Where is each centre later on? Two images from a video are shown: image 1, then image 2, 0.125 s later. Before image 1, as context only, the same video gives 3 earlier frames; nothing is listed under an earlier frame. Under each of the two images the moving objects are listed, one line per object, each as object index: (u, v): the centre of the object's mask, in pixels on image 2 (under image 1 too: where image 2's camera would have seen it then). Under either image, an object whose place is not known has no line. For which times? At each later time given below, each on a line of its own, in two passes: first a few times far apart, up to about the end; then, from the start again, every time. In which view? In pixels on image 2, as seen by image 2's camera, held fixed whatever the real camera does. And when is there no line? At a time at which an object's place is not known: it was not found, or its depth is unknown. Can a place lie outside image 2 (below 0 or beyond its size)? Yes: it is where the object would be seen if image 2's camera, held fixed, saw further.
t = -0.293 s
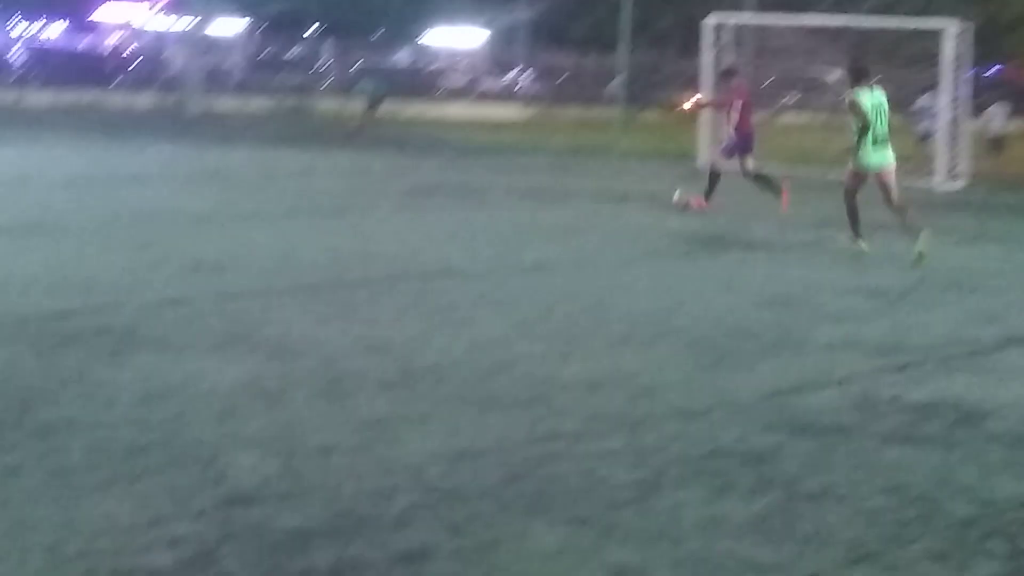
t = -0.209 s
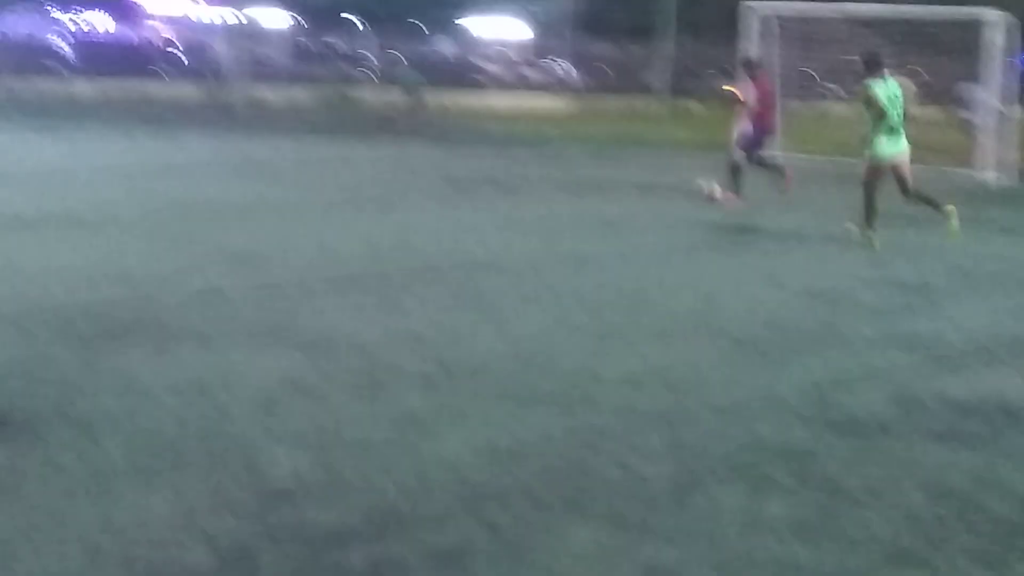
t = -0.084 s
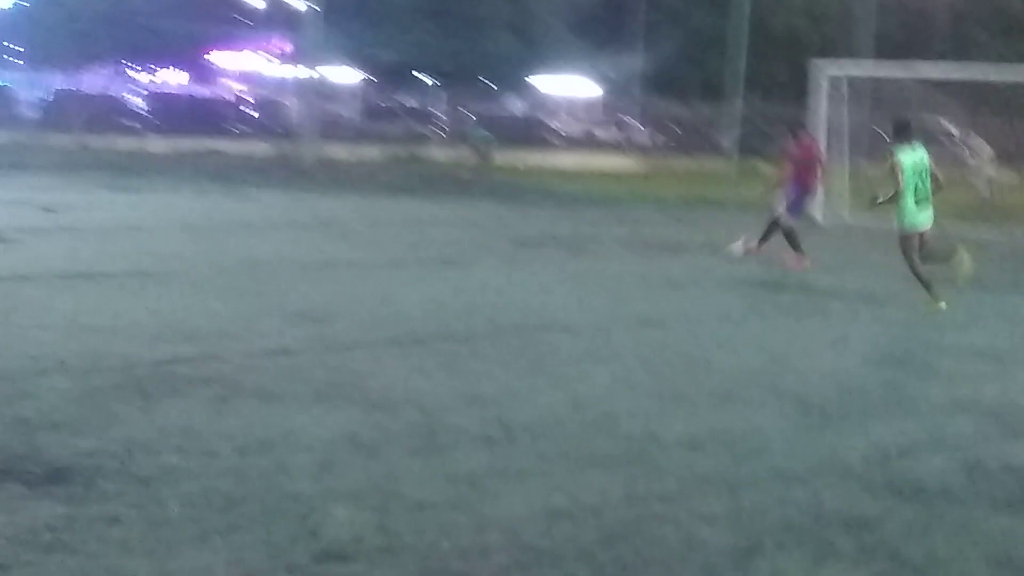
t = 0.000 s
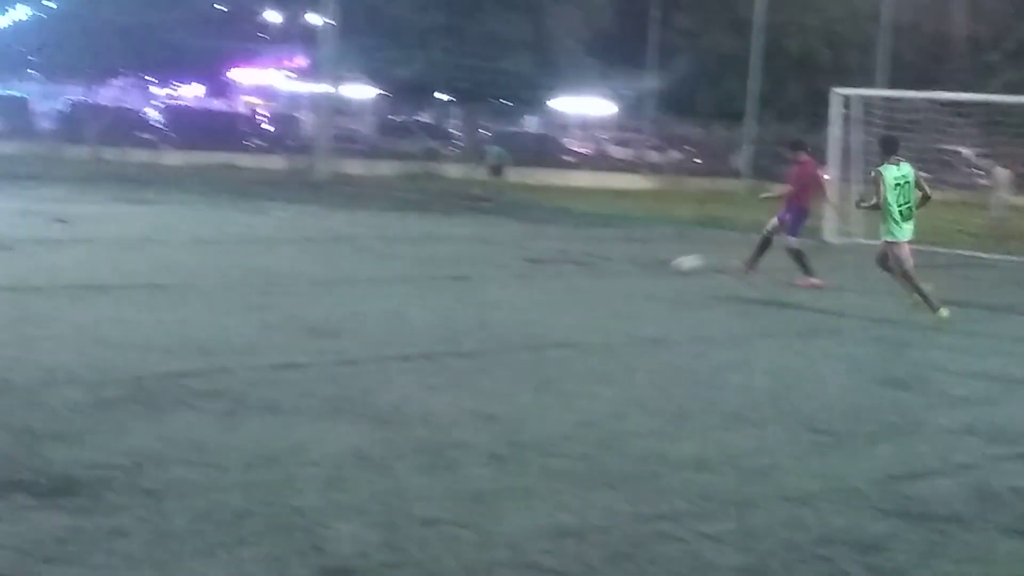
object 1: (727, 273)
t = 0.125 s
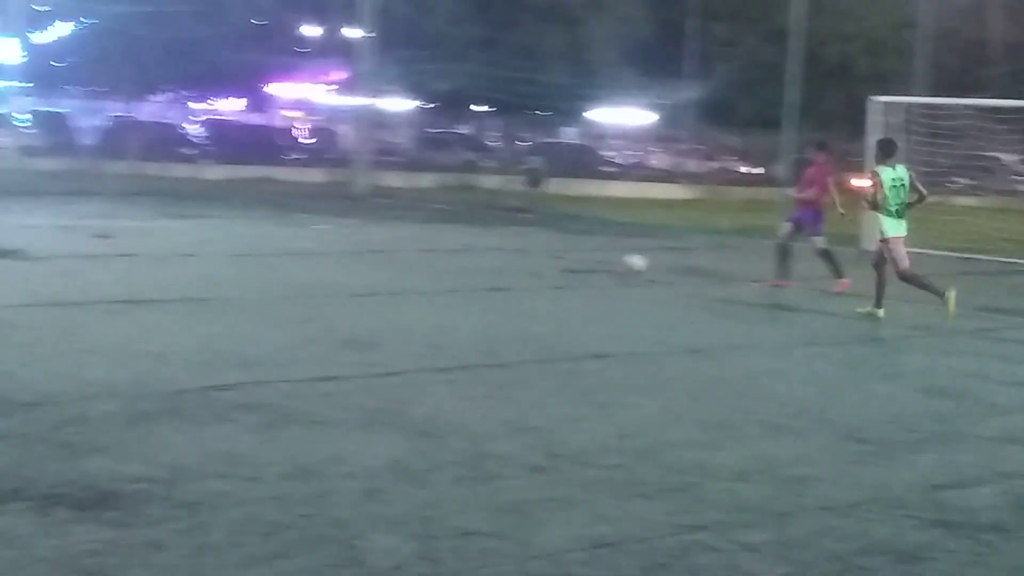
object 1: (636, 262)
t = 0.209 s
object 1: (579, 261)
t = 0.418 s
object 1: (448, 259)
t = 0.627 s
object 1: (334, 257)
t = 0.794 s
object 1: (245, 254)
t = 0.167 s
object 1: (607, 261)
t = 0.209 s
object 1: (579, 261)
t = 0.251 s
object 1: (550, 261)
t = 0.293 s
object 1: (522, 263)
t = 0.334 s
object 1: (496, 262)
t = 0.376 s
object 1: (472, 260)
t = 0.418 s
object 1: (448, 259)
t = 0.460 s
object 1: (425, 260)
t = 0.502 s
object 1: (402, 259)
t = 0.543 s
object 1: (380, 258)
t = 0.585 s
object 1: (357, 258)
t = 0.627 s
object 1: (334, 257)
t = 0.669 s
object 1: (312, 256)
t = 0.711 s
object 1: (290, 255)
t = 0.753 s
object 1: (267, 254)
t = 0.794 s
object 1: (245, 254)
